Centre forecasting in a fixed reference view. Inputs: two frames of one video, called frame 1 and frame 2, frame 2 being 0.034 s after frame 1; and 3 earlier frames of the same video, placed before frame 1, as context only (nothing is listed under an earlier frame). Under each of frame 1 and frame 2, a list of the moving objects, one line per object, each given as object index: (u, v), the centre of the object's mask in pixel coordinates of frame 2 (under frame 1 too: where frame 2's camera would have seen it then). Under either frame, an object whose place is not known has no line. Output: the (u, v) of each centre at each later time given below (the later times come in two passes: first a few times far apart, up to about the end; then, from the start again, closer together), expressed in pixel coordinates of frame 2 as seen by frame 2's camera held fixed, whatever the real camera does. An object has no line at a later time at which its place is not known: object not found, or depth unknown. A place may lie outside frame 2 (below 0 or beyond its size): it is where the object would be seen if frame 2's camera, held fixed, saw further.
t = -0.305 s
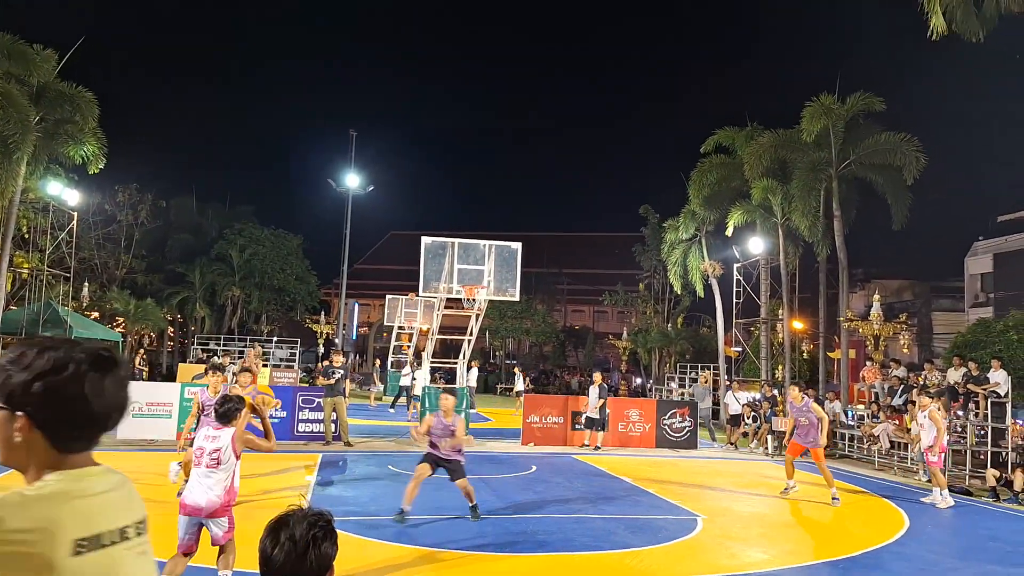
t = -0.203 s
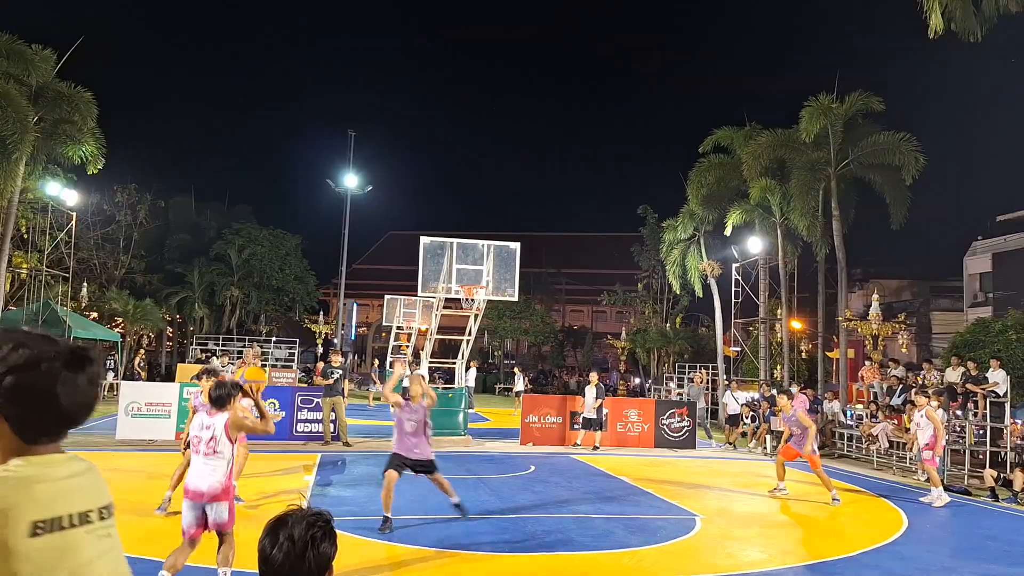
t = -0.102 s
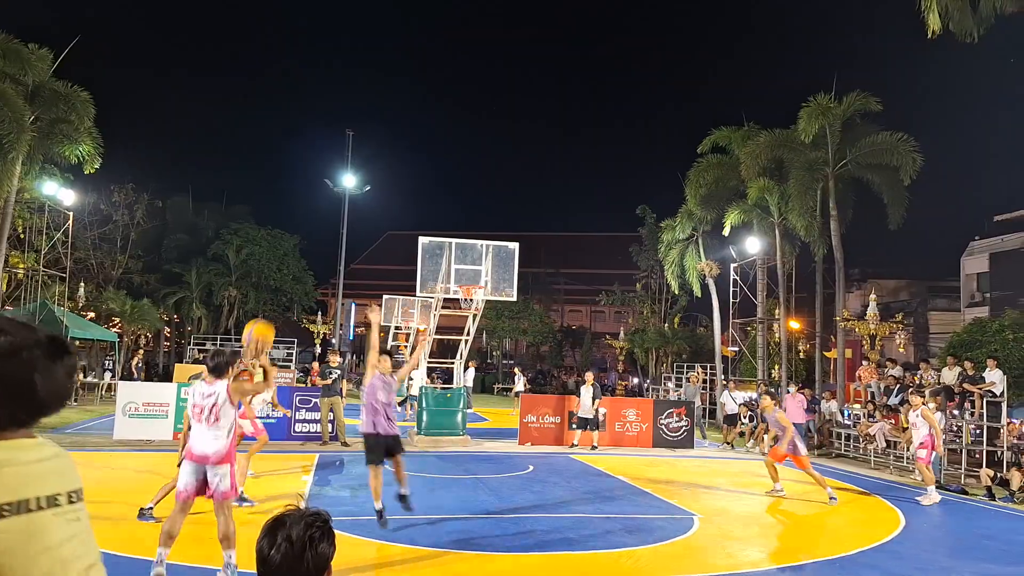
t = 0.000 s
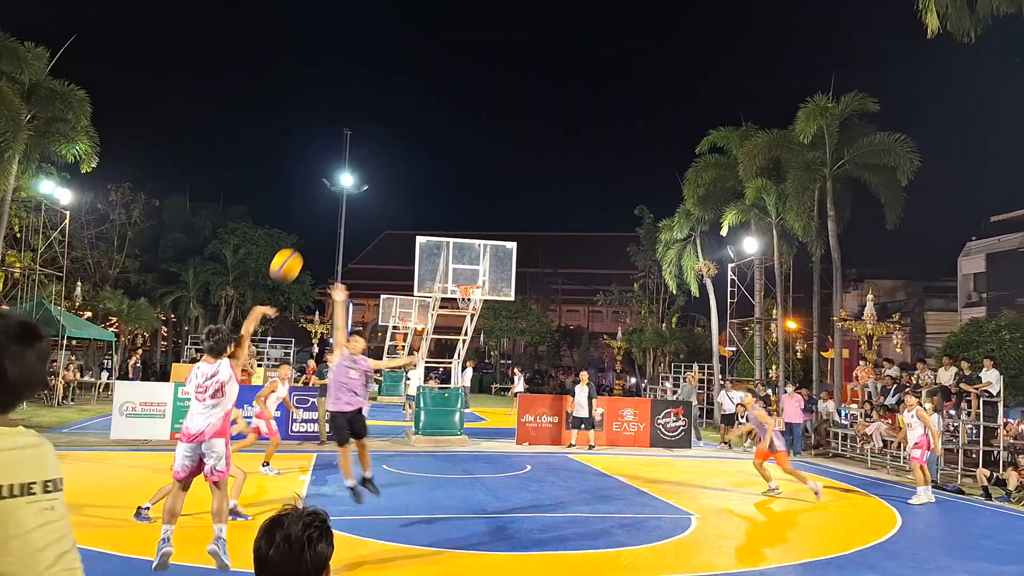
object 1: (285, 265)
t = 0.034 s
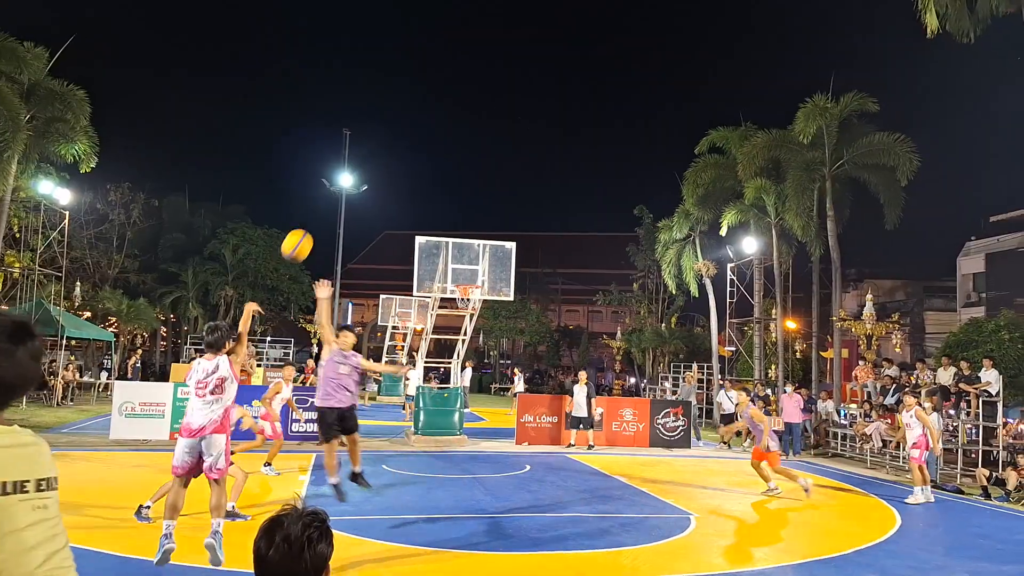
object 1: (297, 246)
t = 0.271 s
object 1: (359, 164)
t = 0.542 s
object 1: (405, 150)
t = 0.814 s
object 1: (435, 187)
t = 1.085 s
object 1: (457, 255)
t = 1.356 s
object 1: (504, 282)
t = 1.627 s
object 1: (567, 316)
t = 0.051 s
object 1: (302, 236)
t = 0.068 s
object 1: (308, 229)
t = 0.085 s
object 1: (313, 221)
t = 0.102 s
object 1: (318, 213)
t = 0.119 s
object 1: (322, 207)
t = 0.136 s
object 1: (327, 200)
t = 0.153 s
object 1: (331, 195)
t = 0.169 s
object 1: (335, 189)
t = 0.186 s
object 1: (340, 183)
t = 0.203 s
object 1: (344, 179)
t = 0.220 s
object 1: (348, 174)
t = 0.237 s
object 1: (353, 170)
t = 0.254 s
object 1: (356, 166)
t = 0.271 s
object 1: (359, 164)
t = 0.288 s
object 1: (362, 161)
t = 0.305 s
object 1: (366, 158)
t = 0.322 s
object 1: (369, 156)
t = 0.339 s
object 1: (372, 154)
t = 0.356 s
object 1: (376, 152)
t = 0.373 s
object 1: (379, 151)
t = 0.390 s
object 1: (381, 150)
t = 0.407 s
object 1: (384, 149)
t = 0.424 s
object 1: (387, 148)
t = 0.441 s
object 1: (390, 147)
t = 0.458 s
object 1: (393, 147)
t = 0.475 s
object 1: (395, 147)
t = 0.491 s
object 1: (398, 147)
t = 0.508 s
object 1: (400, 148)
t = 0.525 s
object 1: (403, 149)
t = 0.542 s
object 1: (405, 150)
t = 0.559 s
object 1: (407, 150)
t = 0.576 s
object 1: (409, 152)
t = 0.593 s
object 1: (412, 153)
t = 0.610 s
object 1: (414, 155)
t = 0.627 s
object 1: (416, 157)
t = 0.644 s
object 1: (418, 159)
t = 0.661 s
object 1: (420, 161)
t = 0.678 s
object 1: (422, 164)
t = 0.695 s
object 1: (424, 166)
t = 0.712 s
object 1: (426, 169)
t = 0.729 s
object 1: (427, 171)
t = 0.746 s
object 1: (429, 174)
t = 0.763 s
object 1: (431, 177)
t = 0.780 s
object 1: (432, 180)
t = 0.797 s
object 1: (434, 183)
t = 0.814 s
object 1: (435, 187)
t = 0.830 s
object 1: (437, 191)
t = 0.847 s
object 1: (438, 194)
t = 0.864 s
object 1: (440, 198)
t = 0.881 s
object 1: (441, 202)
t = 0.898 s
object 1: (443, 206)
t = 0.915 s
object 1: (444, 210)
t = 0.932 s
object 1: (445, 214)
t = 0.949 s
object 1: (446, 218)
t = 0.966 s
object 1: (447, 222)
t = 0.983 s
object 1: (449, 227)
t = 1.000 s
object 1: (450, 231)
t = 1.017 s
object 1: (451, 234)
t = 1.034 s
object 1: (453, 239)
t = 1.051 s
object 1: (454, 246)
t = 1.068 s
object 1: (455, 251)
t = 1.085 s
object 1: (457, 255)
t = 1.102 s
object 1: (457, 260)
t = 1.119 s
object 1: (458, 266)
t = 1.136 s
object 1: (459, 272)
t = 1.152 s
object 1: (459, 277)
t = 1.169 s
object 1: (460, 281)
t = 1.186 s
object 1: (464, 280)
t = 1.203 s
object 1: (469, 280)
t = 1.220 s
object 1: (472, 280)
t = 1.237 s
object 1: (477, 280)
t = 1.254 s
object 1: (481, 280)
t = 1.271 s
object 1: (486, 280)
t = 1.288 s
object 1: (489, 280)
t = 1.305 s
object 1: (495, 280)
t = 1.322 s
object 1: (497, 281)
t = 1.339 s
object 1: (501, 282)
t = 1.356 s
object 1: (504, 282)
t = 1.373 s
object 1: (509, 284)
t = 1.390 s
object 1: (514, 285)
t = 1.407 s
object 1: (518, 286)
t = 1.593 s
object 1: (559, 310)
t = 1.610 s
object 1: (563, 313)
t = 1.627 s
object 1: (567, 316)
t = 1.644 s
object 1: (570, 319)
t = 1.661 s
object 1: (573, 322)
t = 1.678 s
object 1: (577, 326)
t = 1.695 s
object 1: (581, 330)
